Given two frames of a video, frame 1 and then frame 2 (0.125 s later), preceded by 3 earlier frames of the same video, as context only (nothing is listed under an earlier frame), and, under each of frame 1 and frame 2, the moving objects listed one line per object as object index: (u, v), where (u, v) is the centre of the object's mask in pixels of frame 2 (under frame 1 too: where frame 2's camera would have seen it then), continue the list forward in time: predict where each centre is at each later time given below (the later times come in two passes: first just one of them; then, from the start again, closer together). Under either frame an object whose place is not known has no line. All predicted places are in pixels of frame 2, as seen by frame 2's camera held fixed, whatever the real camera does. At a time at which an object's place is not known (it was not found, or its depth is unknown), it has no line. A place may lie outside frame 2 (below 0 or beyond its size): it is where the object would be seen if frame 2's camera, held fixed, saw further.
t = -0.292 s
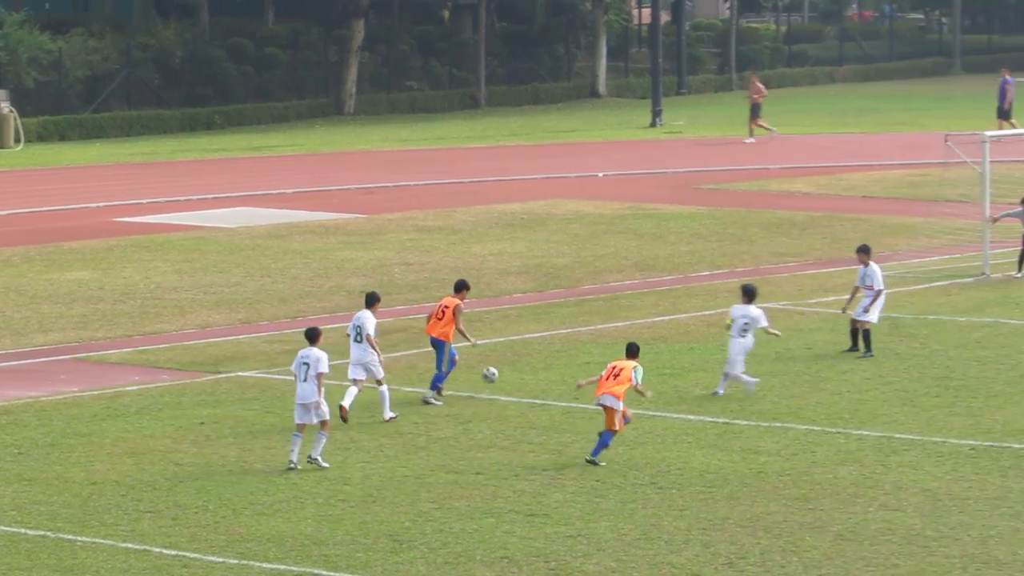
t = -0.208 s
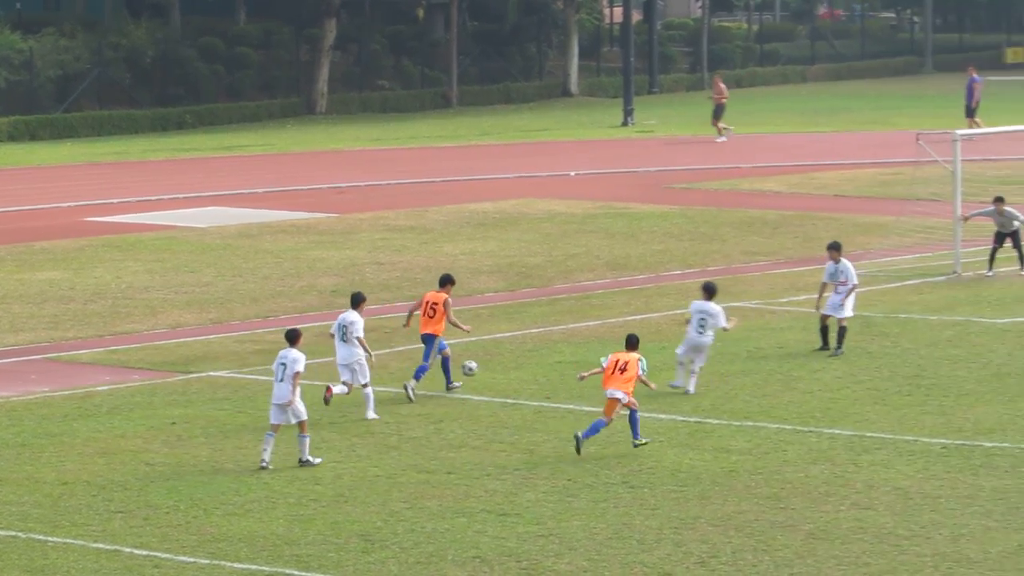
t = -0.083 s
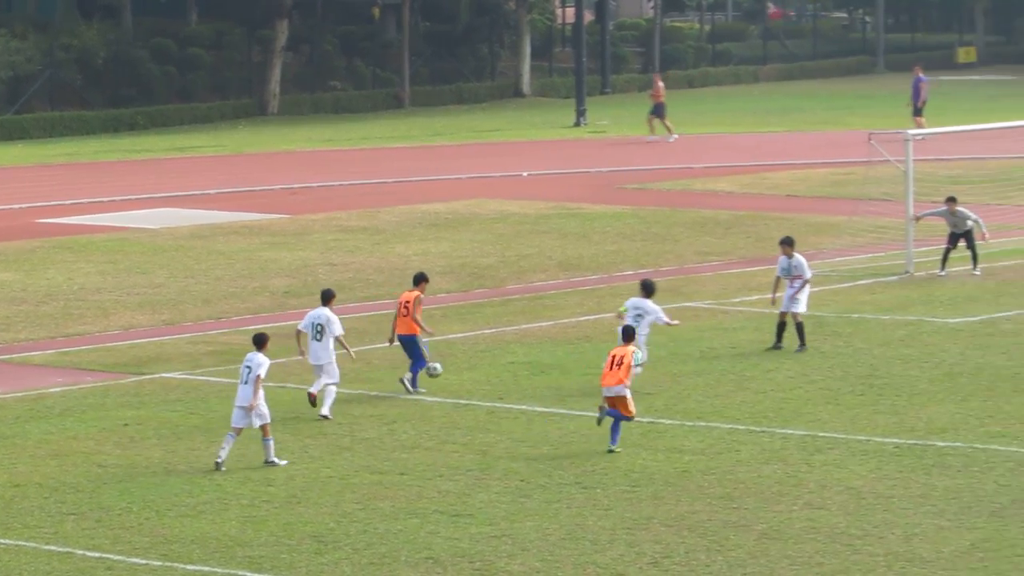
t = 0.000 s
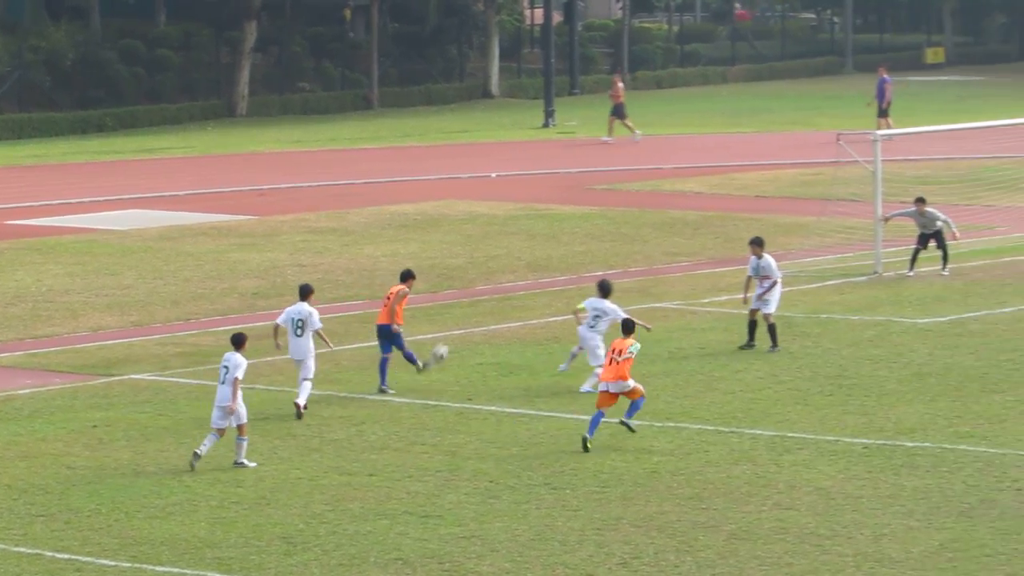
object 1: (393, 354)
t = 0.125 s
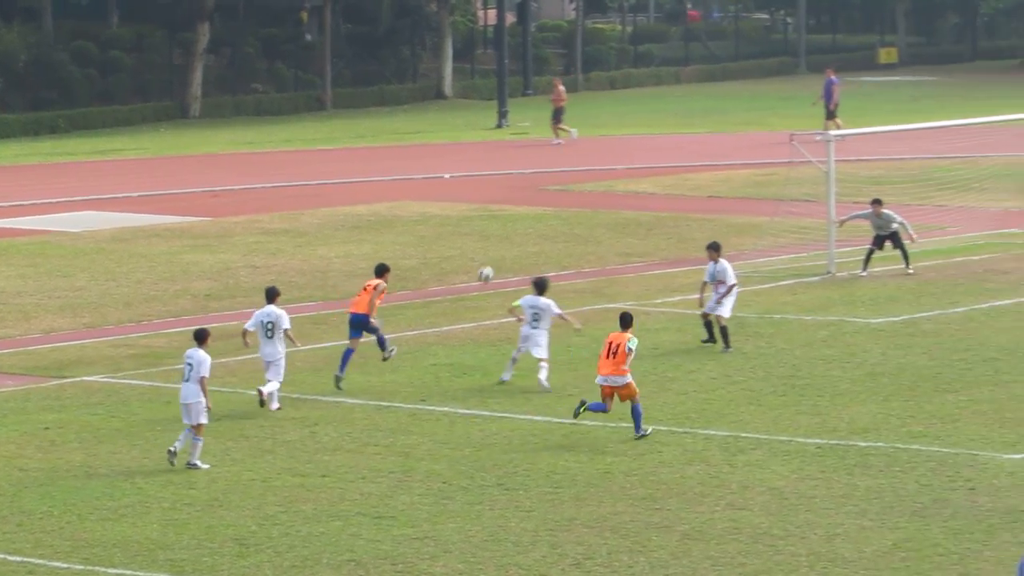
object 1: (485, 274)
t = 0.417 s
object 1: (679, 160)
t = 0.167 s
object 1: (514, 252)
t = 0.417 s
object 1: (679, 160)
